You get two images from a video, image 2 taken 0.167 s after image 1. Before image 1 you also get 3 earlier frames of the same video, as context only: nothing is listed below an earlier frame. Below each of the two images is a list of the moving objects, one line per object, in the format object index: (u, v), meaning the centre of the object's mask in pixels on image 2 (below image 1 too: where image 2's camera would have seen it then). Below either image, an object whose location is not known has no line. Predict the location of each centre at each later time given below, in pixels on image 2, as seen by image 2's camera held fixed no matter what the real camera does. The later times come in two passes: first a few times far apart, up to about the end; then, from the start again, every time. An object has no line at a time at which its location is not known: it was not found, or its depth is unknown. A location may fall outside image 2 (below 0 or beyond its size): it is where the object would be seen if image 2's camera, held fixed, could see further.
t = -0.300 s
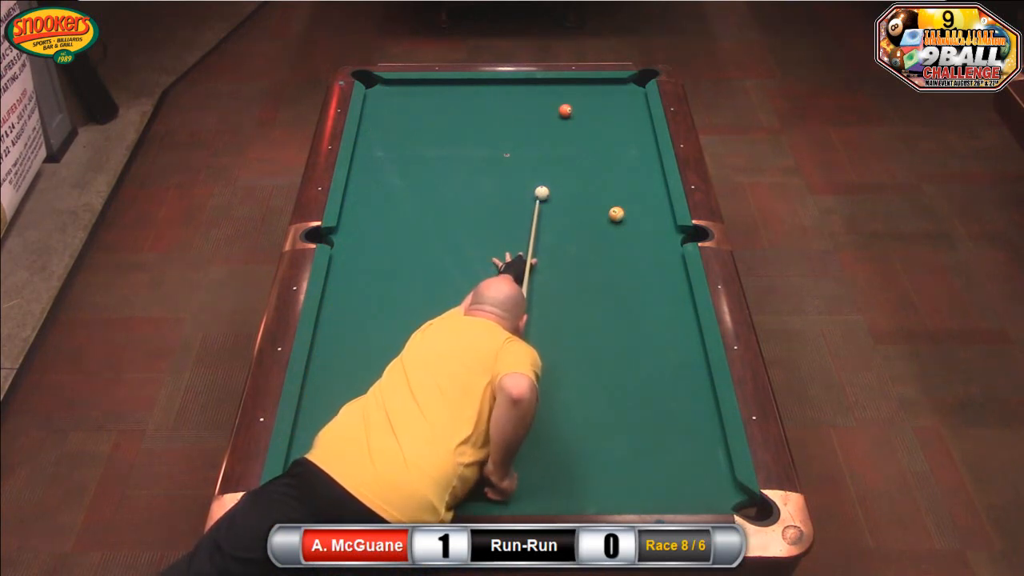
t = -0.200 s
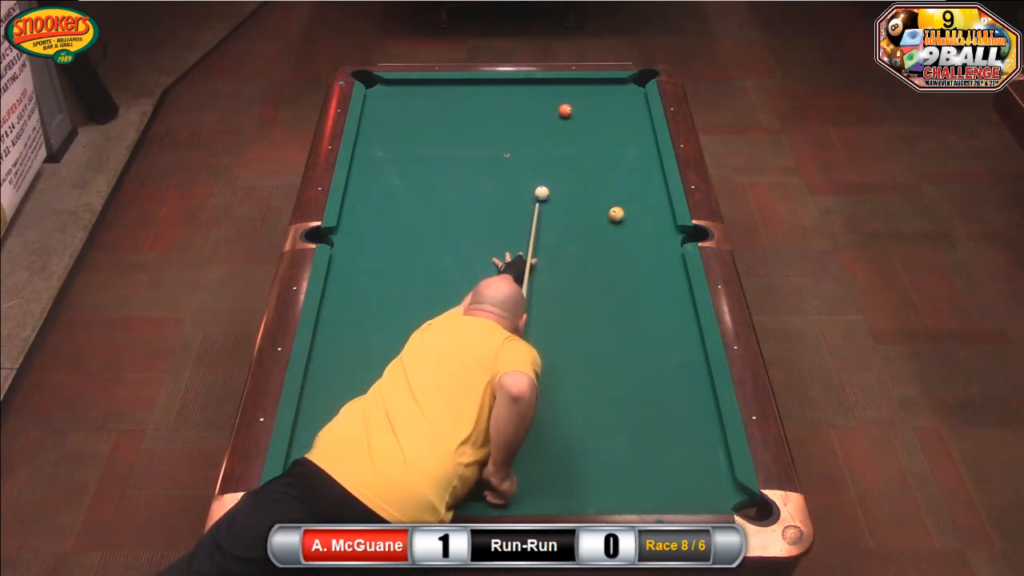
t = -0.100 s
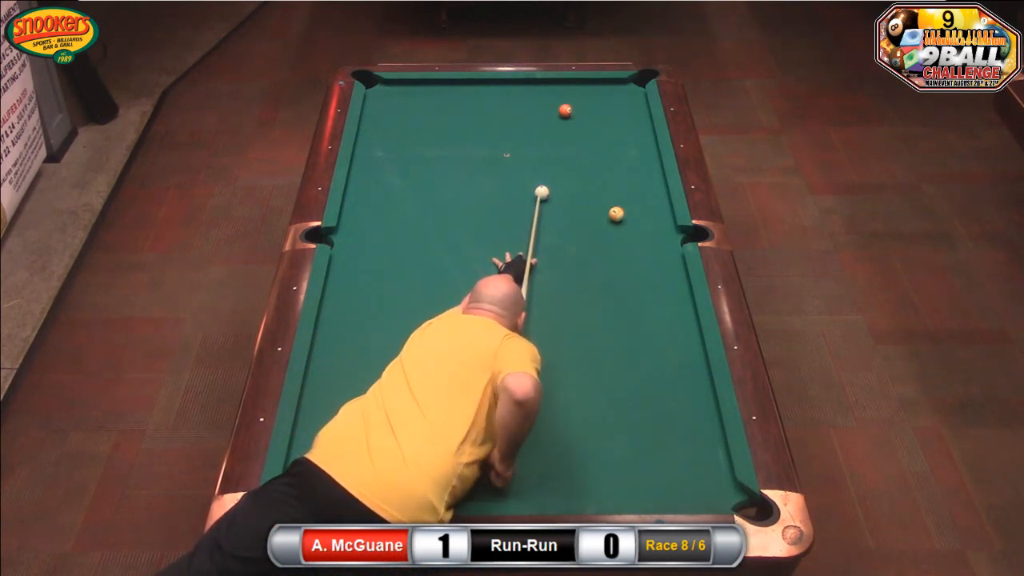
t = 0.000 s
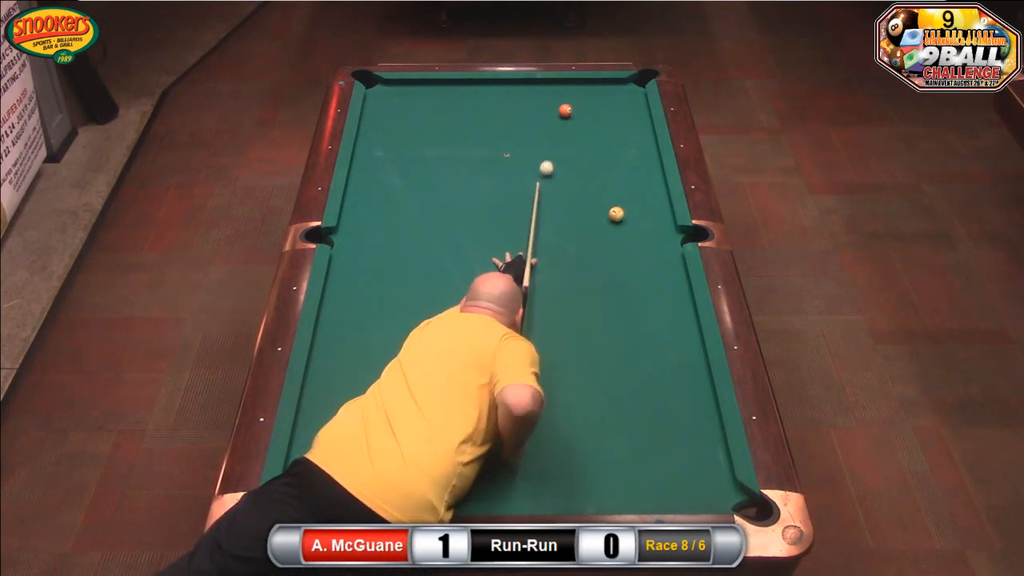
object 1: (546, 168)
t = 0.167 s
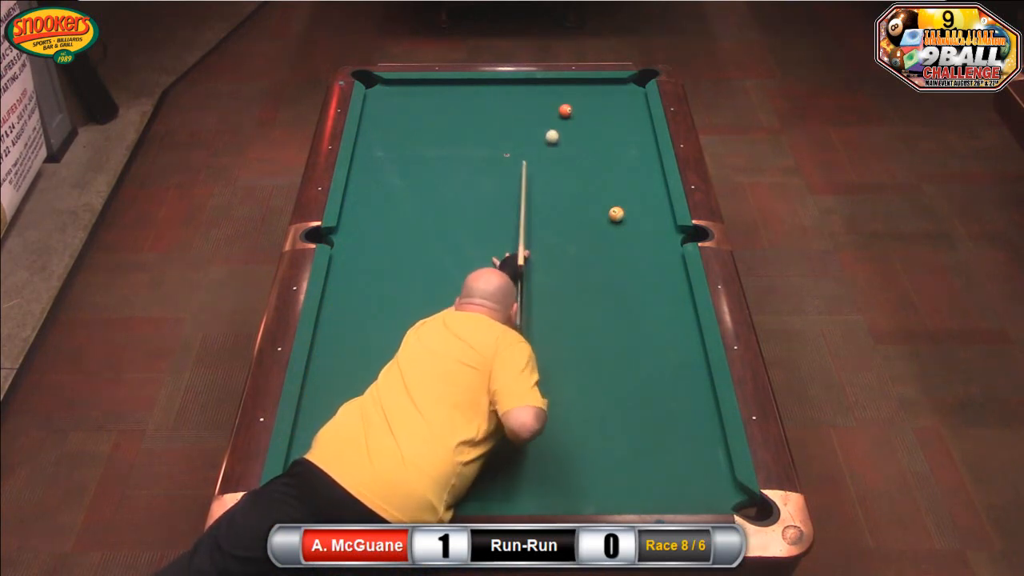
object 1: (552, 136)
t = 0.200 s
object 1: (553, 131)
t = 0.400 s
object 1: (542, 106)
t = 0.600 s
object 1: (521, 88)
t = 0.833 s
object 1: (495, 91)
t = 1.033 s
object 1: (473, 101)
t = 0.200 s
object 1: (553, 131)
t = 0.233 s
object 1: (554, 125)
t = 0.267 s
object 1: (555, 120)
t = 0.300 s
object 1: (555, 115)
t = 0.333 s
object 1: (550, 112)
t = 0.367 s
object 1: (546, 109)
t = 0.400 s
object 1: (542, 106)
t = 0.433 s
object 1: (538, 103)
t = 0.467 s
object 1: (534, 100)
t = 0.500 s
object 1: (531, 97)
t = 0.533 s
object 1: (527, 94)
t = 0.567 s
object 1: (524, 91)
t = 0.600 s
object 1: (521, 88)
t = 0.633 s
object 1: (517, 85)
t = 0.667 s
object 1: (514, 83)
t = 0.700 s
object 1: (510, 83)
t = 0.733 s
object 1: (506, 85)
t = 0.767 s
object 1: (503, 87)
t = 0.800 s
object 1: (499, 89)
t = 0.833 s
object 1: (495, 91)
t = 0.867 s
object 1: (492, 92)
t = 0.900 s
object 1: (488, 94)
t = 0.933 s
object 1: (484, 96)
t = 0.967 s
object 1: (481, 97)
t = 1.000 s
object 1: (477, 99)
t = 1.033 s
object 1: (473, 101)
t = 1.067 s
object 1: (469, 103)
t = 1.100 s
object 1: (466, 104)
